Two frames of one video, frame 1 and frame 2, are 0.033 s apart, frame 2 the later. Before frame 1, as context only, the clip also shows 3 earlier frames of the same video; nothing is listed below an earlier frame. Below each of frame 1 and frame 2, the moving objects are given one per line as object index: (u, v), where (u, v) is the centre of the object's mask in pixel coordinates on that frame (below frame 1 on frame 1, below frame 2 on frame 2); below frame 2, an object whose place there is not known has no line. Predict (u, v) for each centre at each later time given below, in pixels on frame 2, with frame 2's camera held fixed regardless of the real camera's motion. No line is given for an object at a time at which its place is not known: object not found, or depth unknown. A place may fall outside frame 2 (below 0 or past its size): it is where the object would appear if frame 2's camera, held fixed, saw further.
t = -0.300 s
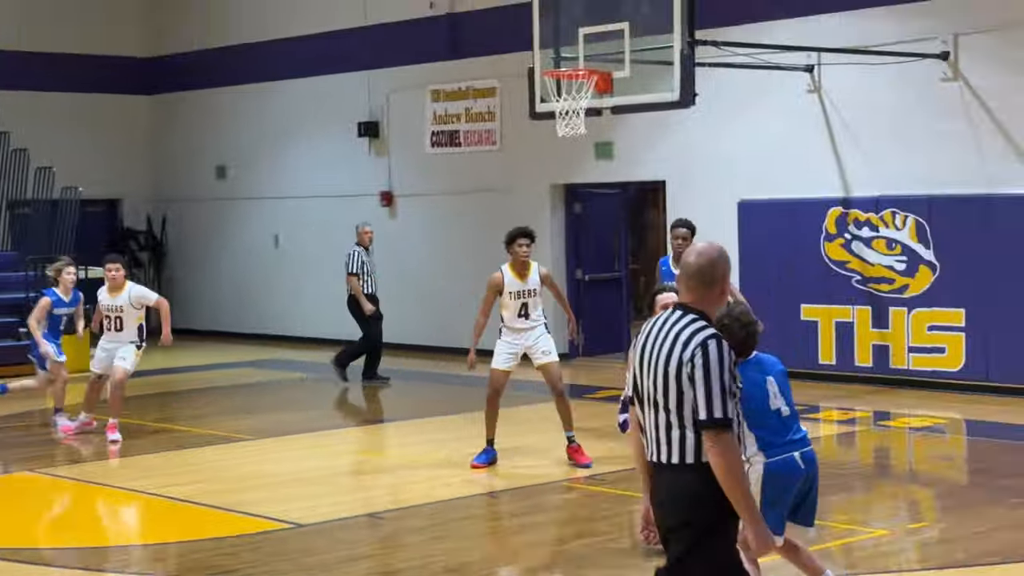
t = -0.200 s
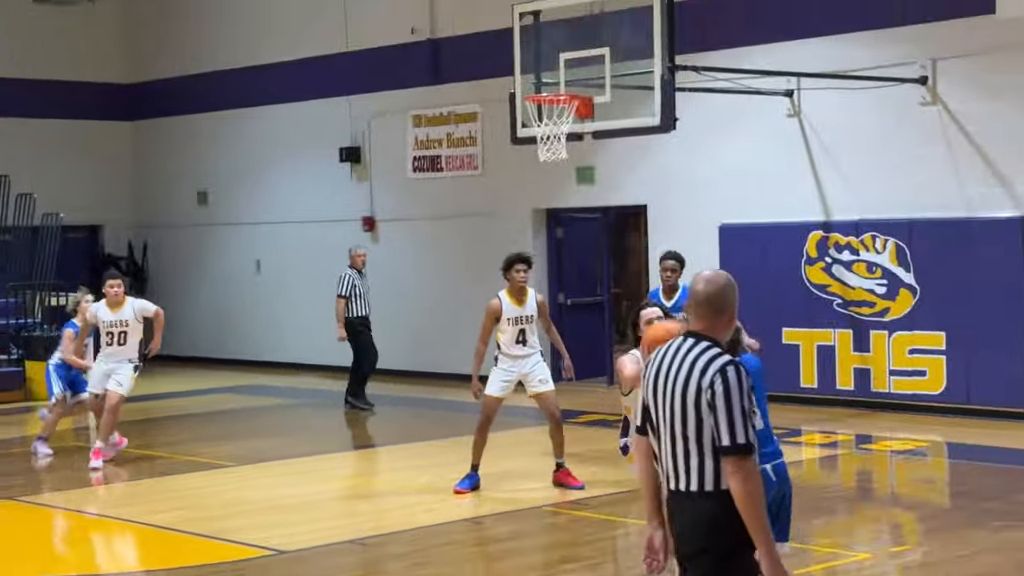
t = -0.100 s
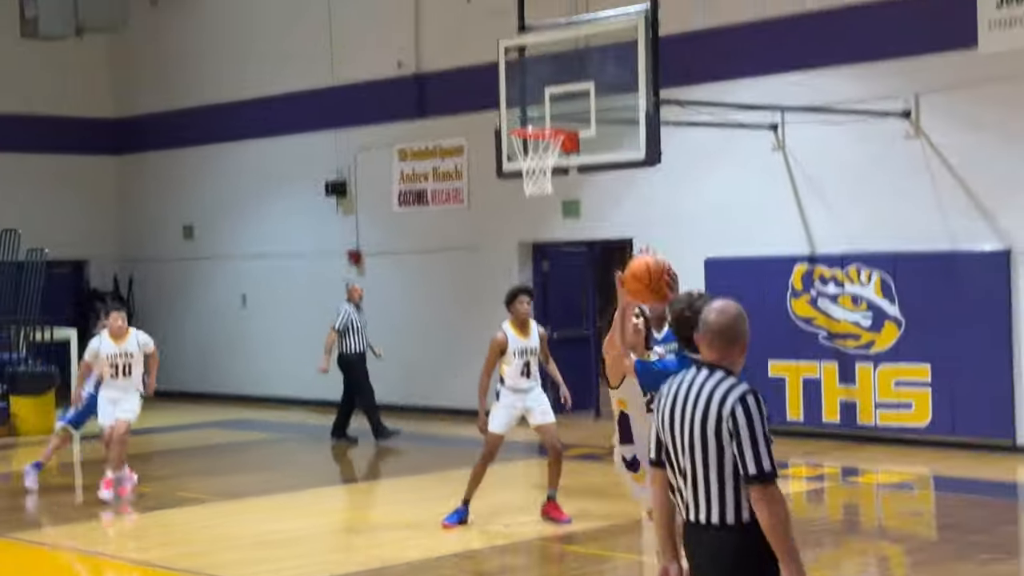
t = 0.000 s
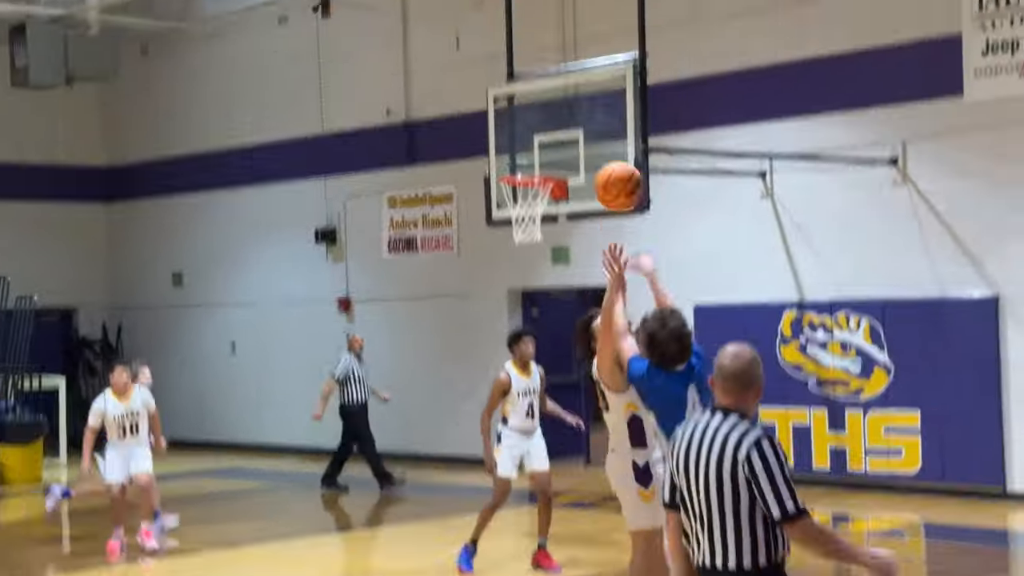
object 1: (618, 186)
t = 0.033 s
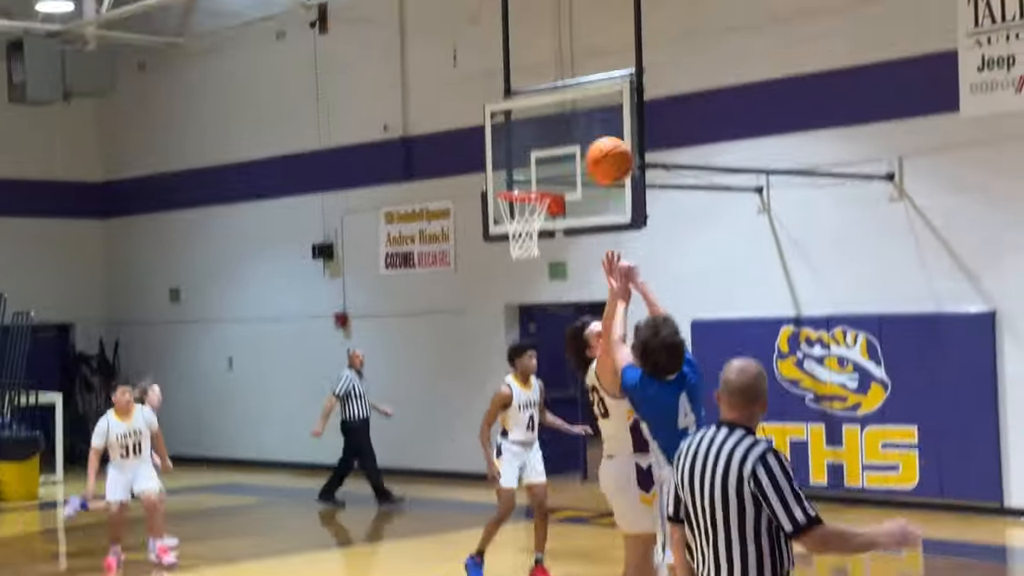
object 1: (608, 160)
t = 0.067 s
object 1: (602, 121)
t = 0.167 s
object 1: (586, 28)
